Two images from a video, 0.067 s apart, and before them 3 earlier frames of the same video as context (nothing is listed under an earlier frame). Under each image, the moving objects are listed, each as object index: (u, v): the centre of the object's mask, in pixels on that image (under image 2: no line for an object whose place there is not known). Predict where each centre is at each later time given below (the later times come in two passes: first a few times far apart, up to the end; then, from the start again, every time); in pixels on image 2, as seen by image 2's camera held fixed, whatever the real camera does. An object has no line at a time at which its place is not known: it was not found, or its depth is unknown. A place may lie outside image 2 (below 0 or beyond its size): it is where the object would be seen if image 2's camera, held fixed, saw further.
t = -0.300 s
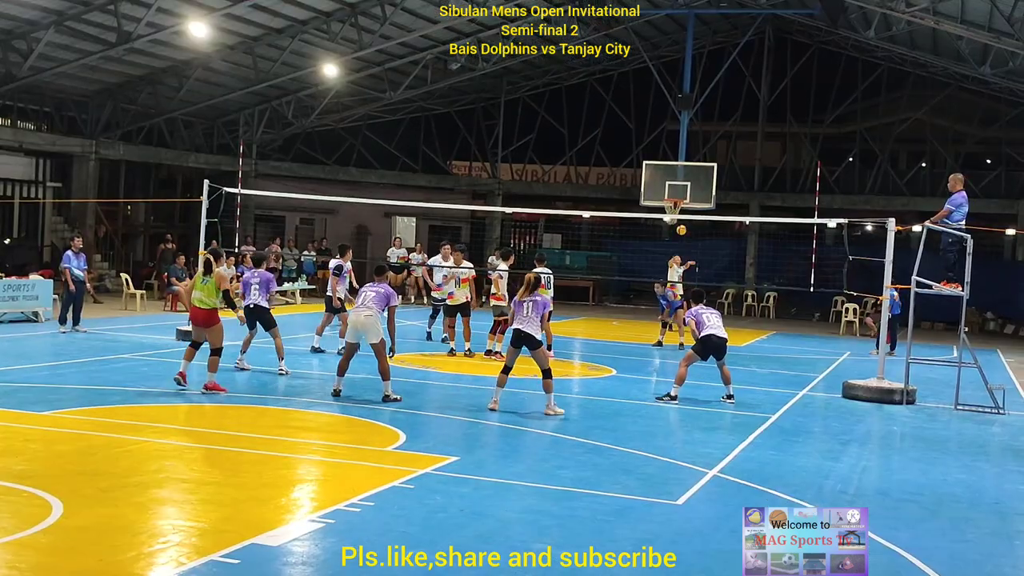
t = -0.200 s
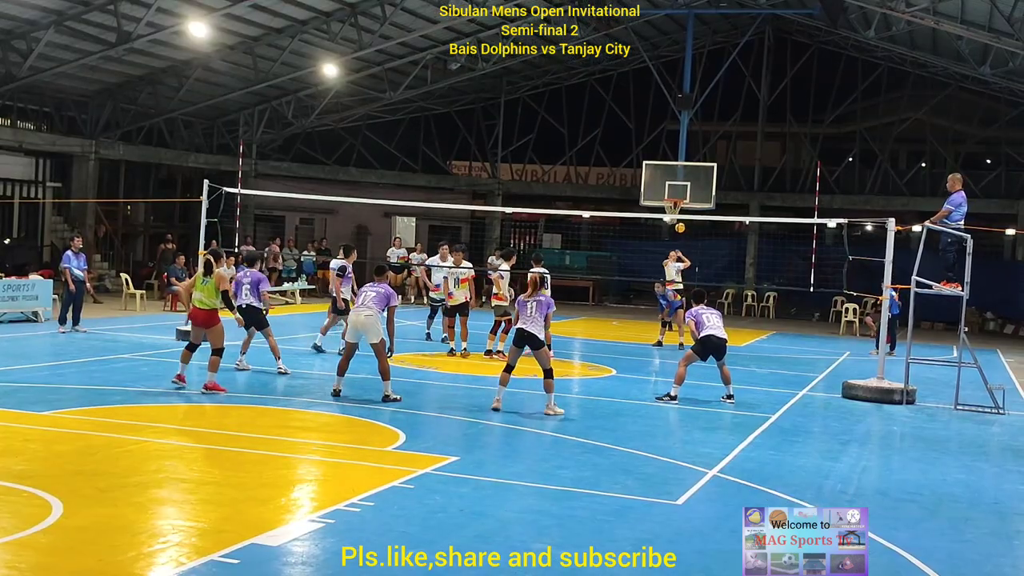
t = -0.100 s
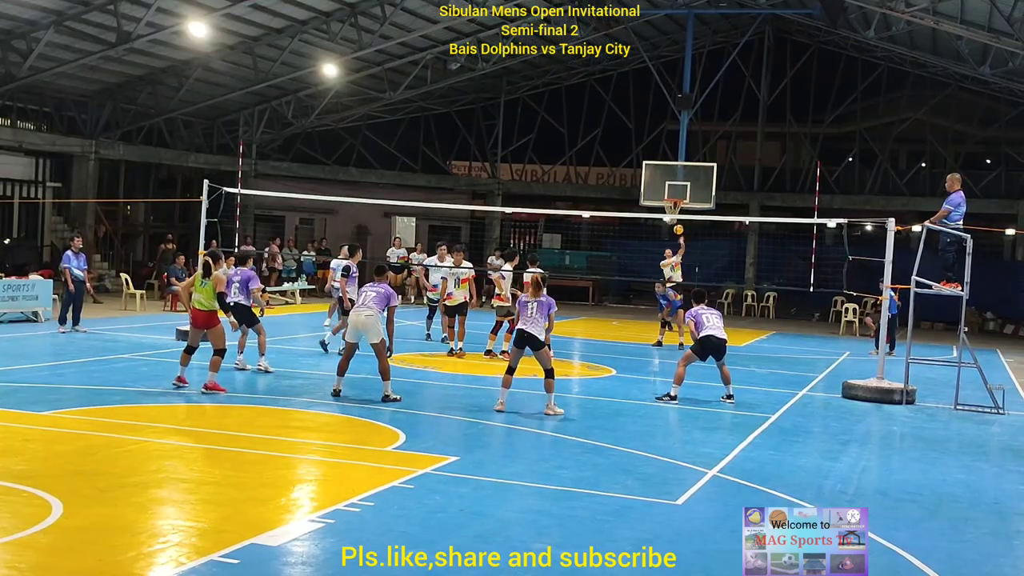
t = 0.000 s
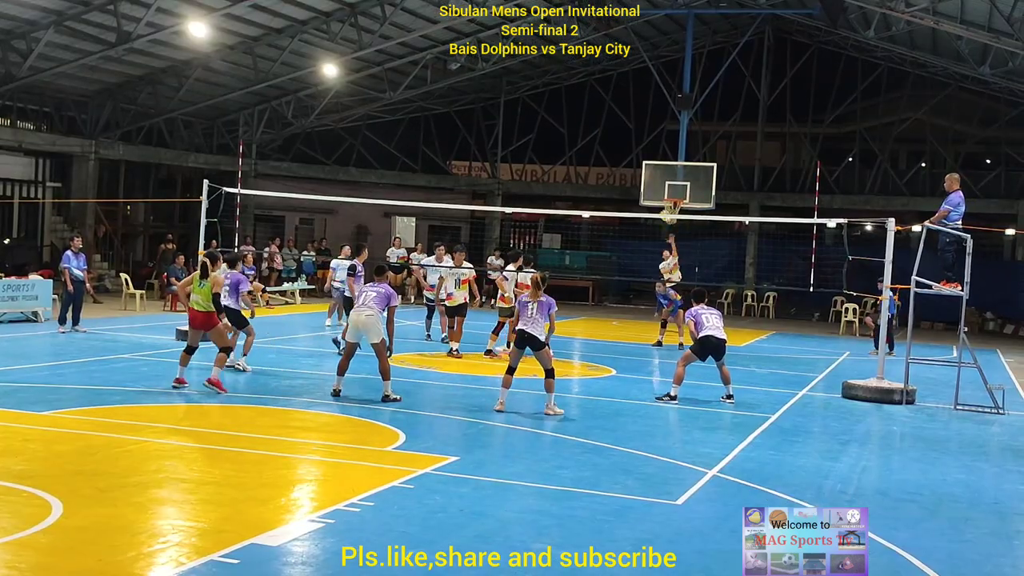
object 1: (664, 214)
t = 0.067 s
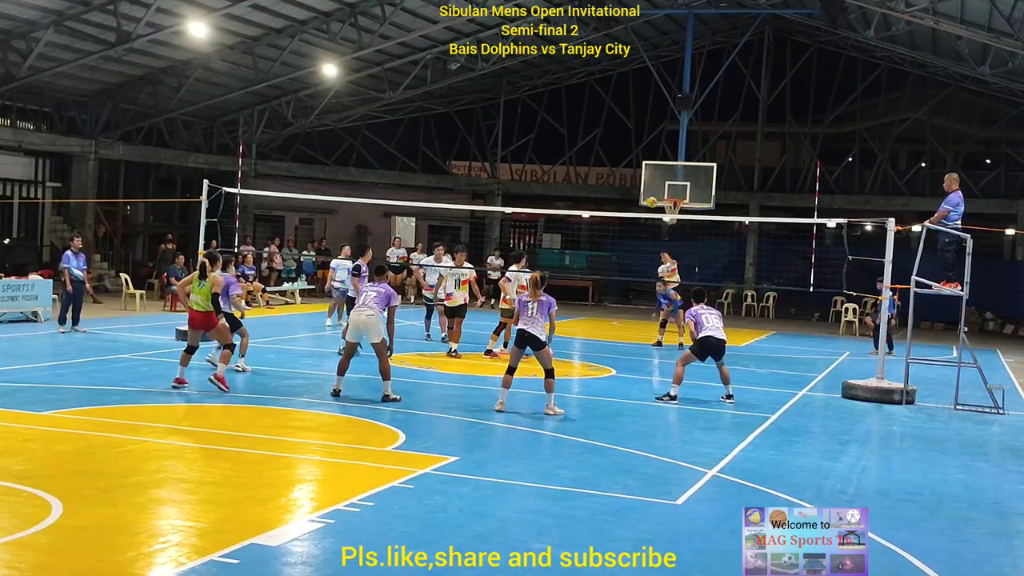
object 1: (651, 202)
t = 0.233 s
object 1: (613, 174)
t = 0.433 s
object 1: (558, 159)
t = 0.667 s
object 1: (481, 173)
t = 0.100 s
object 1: (644, 196)
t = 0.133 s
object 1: (637, 190)
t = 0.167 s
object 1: (630, 184)
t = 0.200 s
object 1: (621, 179)
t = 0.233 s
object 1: (613, 174)
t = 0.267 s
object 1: (605, 170)
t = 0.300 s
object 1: (596, 167)
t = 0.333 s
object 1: (587, 164)
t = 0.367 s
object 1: (578, 162)
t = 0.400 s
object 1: (568, 160)
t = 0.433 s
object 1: (558, 159)
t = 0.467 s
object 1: (547, 159)
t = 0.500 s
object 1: (537, 159)
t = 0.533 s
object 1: (526, 161)
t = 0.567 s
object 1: (516, 163)
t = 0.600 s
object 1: (504, 165)
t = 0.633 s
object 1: (493, 169)
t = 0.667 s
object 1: (481, 173)
